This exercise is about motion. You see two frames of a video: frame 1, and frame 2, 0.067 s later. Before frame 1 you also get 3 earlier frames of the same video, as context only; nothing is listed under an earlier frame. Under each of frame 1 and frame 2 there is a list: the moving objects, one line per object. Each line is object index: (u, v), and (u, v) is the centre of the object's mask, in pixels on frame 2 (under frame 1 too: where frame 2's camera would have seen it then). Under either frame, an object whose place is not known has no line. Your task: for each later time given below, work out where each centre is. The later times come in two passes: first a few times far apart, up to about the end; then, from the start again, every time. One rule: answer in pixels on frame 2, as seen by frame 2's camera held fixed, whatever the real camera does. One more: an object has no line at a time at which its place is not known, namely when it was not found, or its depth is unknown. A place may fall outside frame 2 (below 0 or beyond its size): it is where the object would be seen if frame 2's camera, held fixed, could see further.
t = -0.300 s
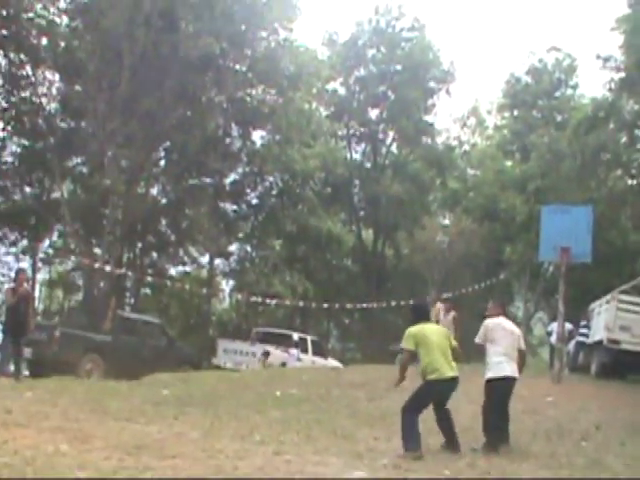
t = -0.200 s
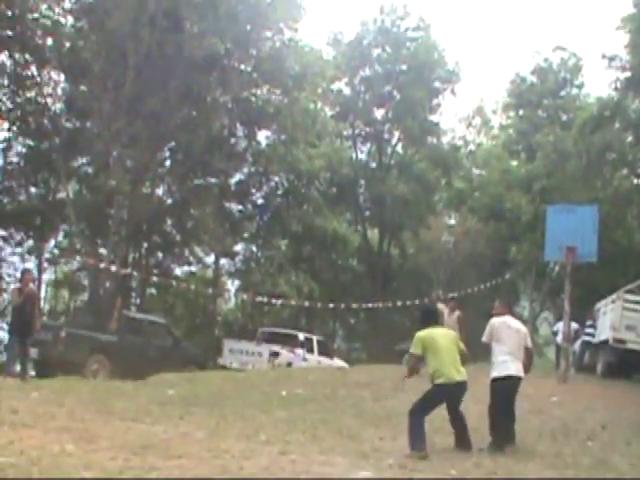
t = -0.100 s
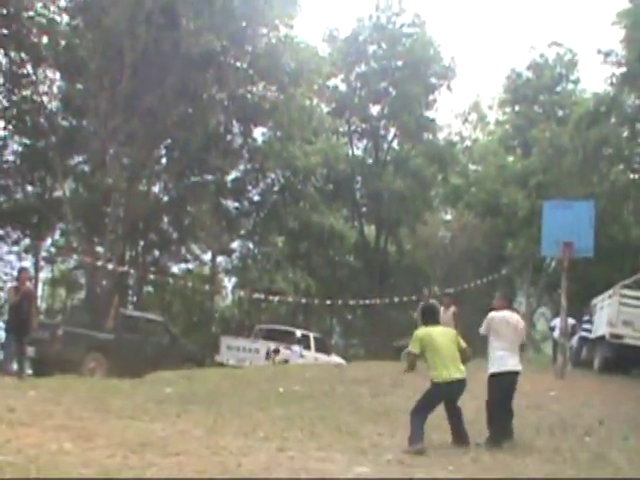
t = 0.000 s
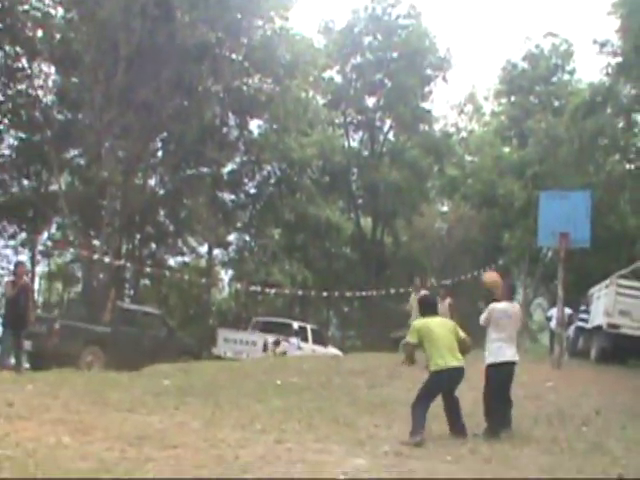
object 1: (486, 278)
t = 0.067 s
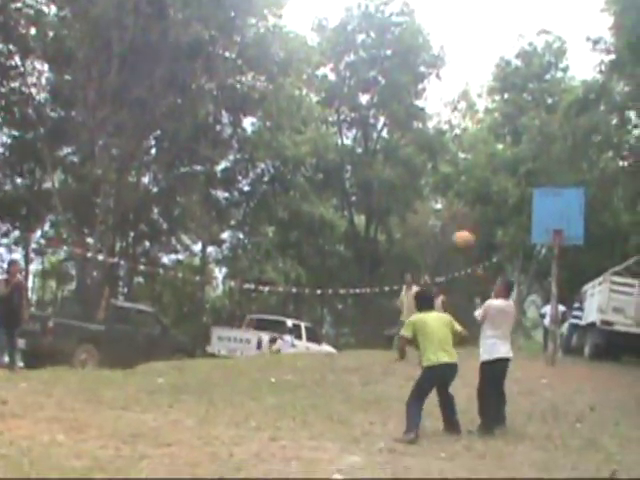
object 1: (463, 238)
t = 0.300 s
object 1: (372, 131)
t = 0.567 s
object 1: (239, 57)
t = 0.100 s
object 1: (451, 222)
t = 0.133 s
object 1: (438, 208)
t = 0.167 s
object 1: (426, 191)
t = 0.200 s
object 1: (414, 173)
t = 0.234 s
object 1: (400, 160)
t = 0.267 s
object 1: (386, 144)
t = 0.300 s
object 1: (372, 131)
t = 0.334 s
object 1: (355, 119)
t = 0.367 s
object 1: (342, 106)
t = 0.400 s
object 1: (326, 99)
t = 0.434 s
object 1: (311, 87)
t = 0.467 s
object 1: (292, 80)
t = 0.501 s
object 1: (274, 73)
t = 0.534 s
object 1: (256, 65)
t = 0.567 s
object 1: (239, 57)
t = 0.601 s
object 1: (218, 55)
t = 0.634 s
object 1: (198, 48)
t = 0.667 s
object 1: (177, 47)
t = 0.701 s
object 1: (155, 47)
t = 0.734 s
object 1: (132, 47)
